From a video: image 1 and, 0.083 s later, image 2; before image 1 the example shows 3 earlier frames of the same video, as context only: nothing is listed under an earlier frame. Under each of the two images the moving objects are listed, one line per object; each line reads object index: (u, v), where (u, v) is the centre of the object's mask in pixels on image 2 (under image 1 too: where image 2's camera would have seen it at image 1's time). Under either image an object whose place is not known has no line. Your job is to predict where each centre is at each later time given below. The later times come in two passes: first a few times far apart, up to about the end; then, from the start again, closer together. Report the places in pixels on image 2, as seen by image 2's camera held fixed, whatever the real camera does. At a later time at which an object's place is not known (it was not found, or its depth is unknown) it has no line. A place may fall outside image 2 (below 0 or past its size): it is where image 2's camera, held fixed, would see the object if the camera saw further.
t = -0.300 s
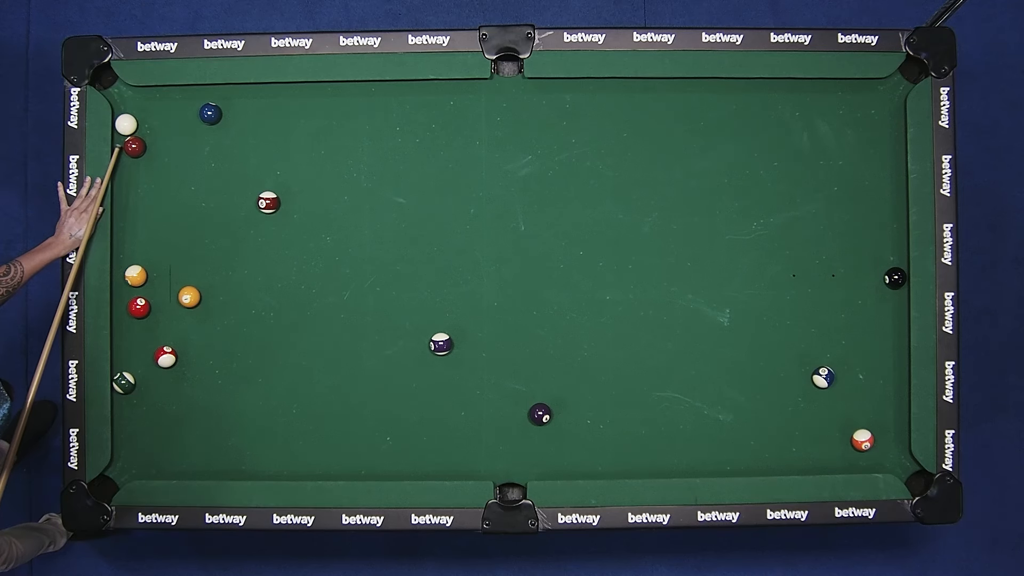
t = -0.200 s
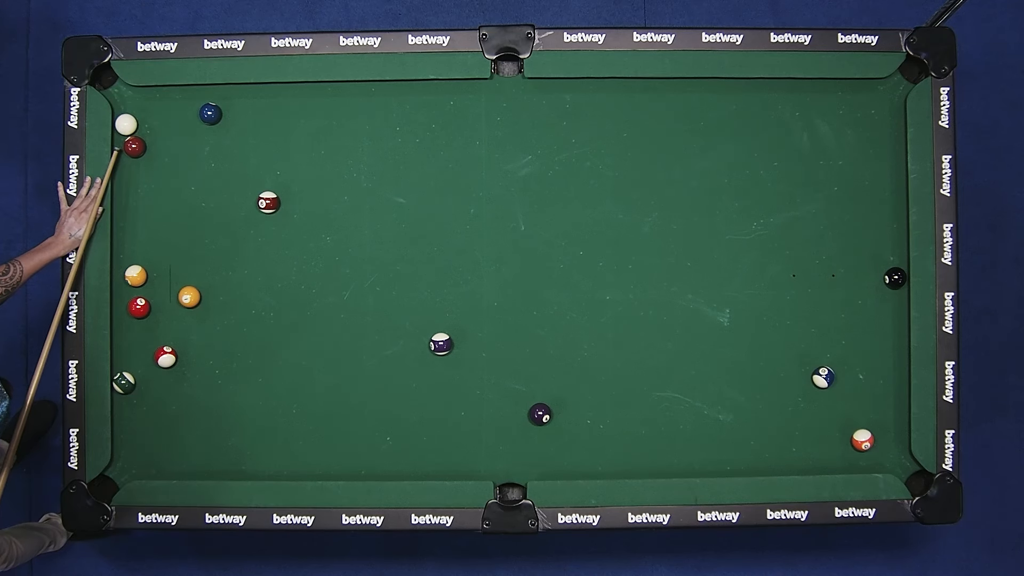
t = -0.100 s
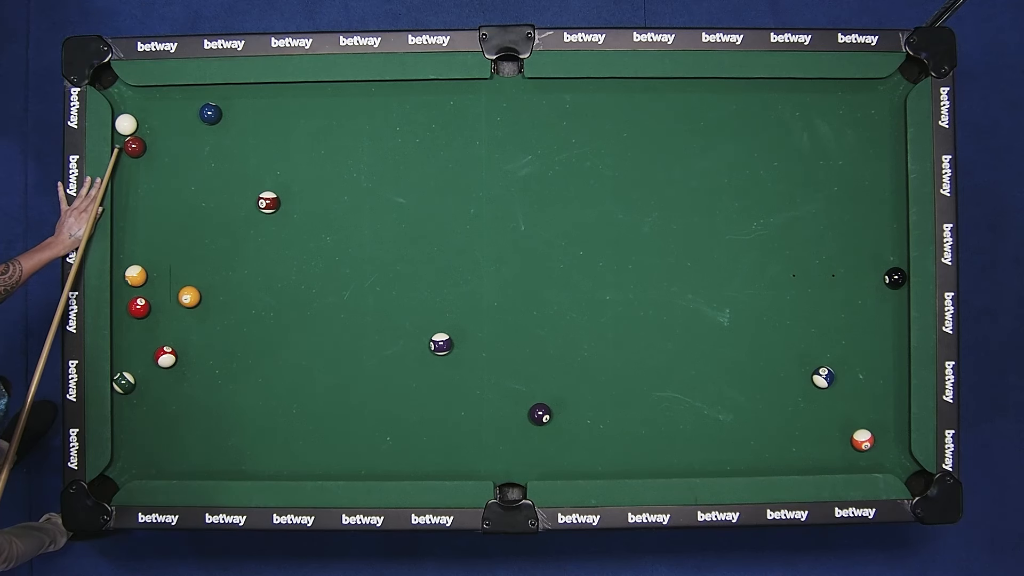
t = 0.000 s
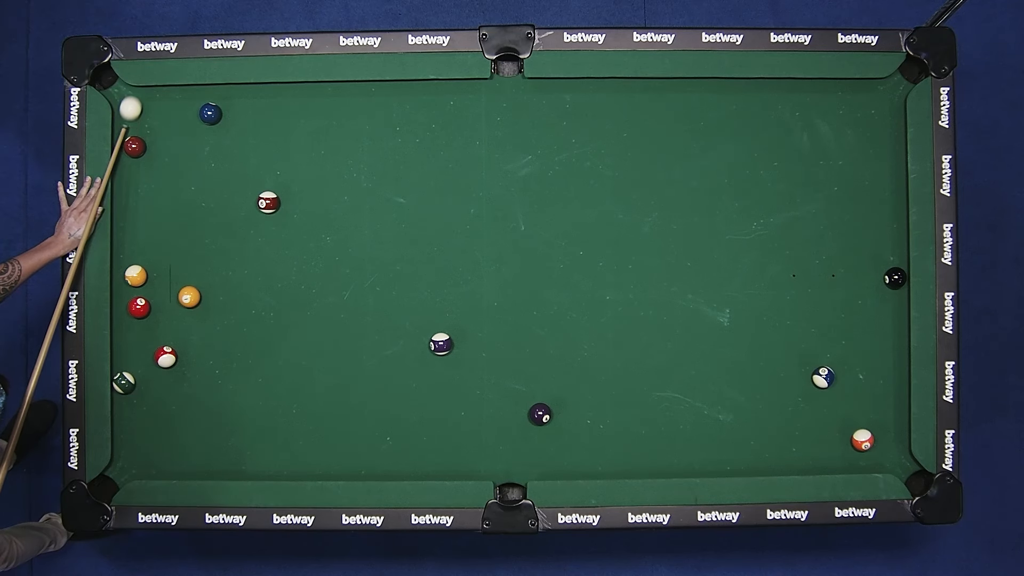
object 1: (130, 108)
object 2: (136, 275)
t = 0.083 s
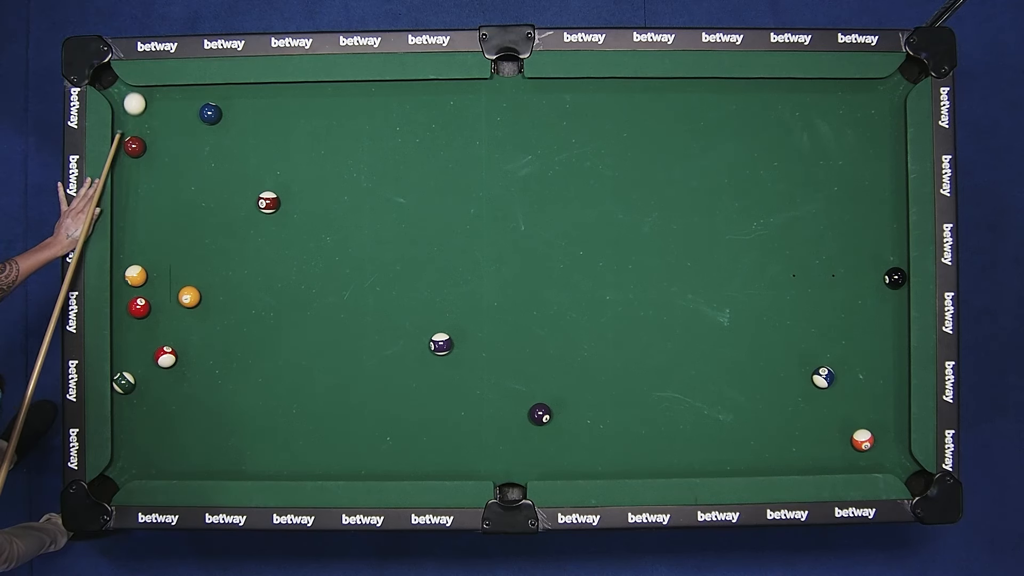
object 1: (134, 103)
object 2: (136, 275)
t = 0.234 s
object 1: (135, 126)
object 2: (136, 275)
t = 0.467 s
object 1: (137, 134)
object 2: (136, 275)
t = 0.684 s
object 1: (139, 139)
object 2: (136, 275)
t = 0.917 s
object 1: (139, 142)
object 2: (136, 275)
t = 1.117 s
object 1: (140, 143)
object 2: (136, 275)
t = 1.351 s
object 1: (140, 144)
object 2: (136, 277)
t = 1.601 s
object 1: (140, 144)
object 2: (136, 285)
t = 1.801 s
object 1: (140, 144)
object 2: (137, 286)
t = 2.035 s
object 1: (141, 144)
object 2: (137, 286)
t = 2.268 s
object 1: (141, 144)
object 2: (136, 286)
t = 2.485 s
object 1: (141, 144)
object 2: (136, 286)
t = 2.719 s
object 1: (141, 144)
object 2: (136, 286)
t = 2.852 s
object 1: (141, 144)
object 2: (136, 286)
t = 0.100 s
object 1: (134, 107)
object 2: (136, 275)
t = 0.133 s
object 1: (135, 113)
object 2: (136, 275)
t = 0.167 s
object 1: (135, 120)
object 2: (136, 275)
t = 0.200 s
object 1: (135, 125)
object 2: (136, 275)
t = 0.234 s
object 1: (135, 126)
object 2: (136, 275)
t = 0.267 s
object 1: (136, 127)
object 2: (136, 275)
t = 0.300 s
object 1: (136, 128)
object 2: (136, 275)
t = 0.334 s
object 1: (136, 129)
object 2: (136, 275)
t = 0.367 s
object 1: (136, 131)
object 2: (136, 275)
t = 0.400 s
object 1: (137, 132)
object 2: (136, 275)
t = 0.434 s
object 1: (137, 133)
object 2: (136, 275)
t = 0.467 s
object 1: (137, 134)
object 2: (136, 275)
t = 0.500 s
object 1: (138, 135)
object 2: (136, 275)
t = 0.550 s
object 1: (138, 136)
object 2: (136, 275)
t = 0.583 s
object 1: (138, 137)
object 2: (136, 275)
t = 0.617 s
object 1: (138, 138)
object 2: (136, 275)
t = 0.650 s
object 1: (139, 138)
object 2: (136, 275)
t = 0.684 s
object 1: (139, 139)
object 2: (136, 275)
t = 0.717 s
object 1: (139, 140)
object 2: (136, 275)
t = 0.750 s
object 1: (139, 140)
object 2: (136, 275)
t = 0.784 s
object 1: (139, 141)
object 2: (136, 275)
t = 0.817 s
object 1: (139, 141)
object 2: (136, 275)
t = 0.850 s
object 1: (139, 141)
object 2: (136, 275)
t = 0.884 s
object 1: (139, 142)
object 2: (136, 275)
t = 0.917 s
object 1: (139, 142)
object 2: (136, 275)
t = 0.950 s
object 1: (140, 142)
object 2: (136, 275)
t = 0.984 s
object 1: (140, 143)
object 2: (136, 275)
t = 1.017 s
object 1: (140, 143)
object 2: (136, 275)
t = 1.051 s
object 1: (140, 143)
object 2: (136, 275)
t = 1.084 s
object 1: (140, 143)
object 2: (136, 275)
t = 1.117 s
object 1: (140, 143)
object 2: (136, 275)
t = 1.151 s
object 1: (140, 143)
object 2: (136, 275)
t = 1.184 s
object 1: (140, 143)
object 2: (136, 275)
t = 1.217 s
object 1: (140, 143)
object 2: (136, 275)
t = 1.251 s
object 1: (140, 143)
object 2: (136, 275)
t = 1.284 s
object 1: (140, 144)
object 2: (136, 275)
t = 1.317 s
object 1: (140, 144)
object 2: (136, 276)
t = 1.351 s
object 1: (140, 144)
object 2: (136, 277)
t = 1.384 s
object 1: (140, 144)
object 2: (136, 279)
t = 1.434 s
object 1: (140, 144)
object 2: (136, 280)
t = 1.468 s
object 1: (140, 144)
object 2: (136, 282)
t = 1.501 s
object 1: (140, 144)
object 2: (136, 283)
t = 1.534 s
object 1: (140, 144)
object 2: (136, 284)
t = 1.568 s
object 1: (140, 144)
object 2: (136, 284)
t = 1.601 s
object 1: (140, 144)
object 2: (136, 285)
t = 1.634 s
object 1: (141, 144)
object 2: (137, 286)
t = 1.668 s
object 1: (140, 144)
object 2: (137, 286)
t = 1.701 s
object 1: (140, 144)
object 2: (137, 286)
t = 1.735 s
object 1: (140, 144)
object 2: (137, 286)
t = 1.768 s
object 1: (140, 144)
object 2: (137, 286)
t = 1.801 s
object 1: (140, 144)
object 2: (137, 286)
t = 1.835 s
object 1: (140, 144)
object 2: (137, 286)
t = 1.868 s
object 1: (140, 144)
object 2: (137, 286)
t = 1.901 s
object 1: (141, 144)
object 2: (137, 286)
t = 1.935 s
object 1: (141, 144)
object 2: (137, 286)
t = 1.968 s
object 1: (141, 144)
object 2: (137, 286)
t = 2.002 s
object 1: (141, 144)
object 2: (136, 286)
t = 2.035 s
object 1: (141, 144)
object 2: (137, 286)
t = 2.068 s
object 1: (141, 144)
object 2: (137, 286)
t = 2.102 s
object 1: (141, 144)
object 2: (137, 286)
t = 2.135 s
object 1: (141, 144)
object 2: (137, 286)
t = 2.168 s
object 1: (141, 144)
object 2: (137, 286)
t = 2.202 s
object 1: (141, 144)
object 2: (136, 286)
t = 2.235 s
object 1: (141, 144)
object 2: (136, 286)
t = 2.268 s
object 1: (141, 144)
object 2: (136, 286)
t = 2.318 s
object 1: (141, 144)
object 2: (136, 286)
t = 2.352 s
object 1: (141, 144)
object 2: (136, 286)
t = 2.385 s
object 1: (141, 144)
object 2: (136, 286)
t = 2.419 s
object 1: (141, 144)
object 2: (136, 286)
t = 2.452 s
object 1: (141, 144)
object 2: (136, 286)
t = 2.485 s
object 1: (141, 144)
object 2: (136, 286)
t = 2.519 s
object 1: (141, 144)
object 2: (136, 286)
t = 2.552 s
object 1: (141, 144)
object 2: (136, 286)
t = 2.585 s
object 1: (141, 144)
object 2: (136, 286)
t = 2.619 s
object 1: (141, 144)
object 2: (136, 286)
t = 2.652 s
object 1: (141, 144)
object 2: (136, 286)
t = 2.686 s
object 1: (141, 144)
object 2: (136, 286)
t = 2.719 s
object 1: (141, 144)
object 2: (136, 286)
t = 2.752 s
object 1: (141, 144)
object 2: (136, 286)
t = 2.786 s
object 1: (141, 144)
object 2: (136, 286)
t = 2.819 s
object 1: (141, 144)
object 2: (136, 286)
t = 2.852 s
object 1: (141, 144)
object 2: (136, 286)
